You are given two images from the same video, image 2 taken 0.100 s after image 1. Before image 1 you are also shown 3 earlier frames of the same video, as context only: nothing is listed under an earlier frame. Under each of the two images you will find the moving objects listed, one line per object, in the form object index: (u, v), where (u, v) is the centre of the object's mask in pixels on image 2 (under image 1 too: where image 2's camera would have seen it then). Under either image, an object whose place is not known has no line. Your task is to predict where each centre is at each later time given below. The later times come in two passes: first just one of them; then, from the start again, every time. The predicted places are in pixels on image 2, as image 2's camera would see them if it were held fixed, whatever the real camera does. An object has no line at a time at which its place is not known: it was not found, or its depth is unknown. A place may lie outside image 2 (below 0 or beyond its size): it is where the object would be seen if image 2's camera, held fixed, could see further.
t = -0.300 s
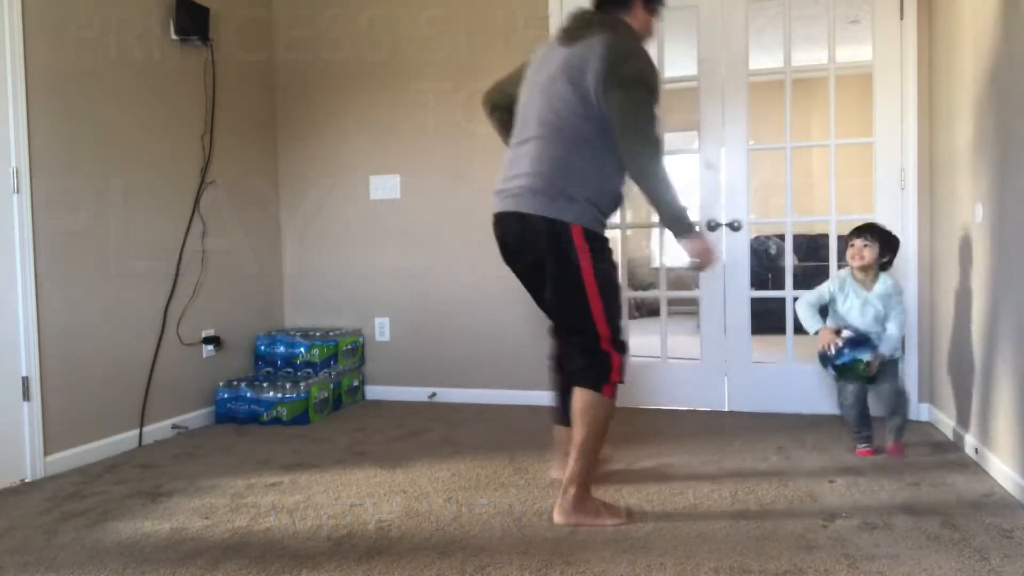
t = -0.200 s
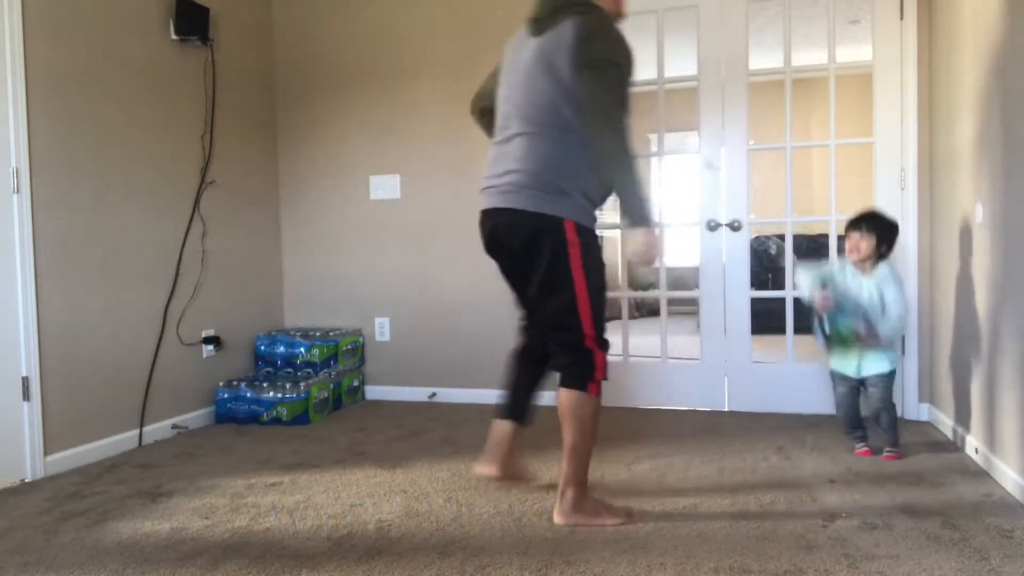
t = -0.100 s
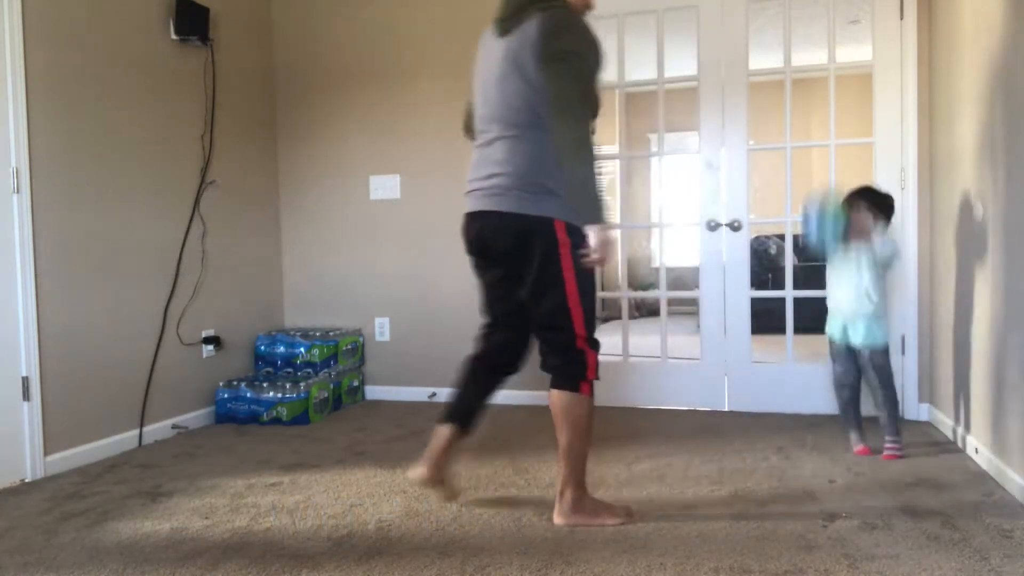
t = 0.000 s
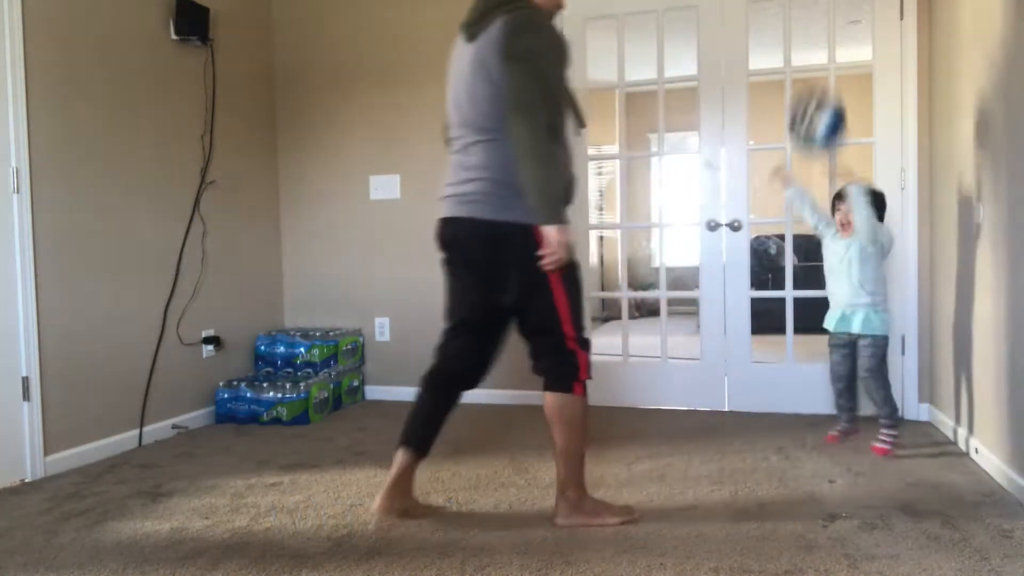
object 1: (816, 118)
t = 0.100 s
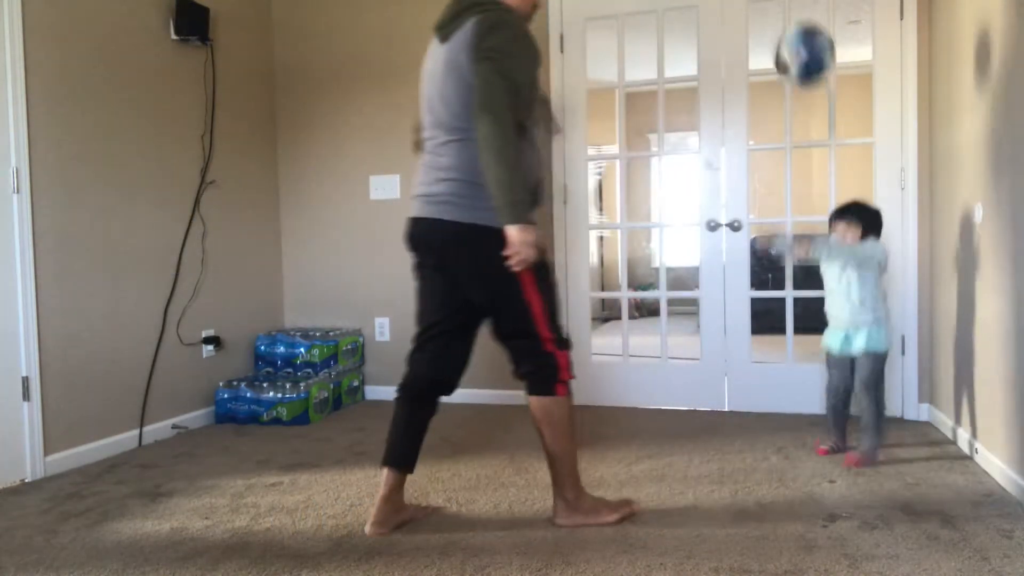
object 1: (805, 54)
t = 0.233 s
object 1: (775, 20)
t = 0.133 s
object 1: (796, 39)
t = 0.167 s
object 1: (788, 28)
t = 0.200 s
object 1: (781, 23)
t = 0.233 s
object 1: (775, 20)
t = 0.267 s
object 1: (769, 18)
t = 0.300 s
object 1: (764, 17)
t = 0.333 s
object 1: (763, 18)
